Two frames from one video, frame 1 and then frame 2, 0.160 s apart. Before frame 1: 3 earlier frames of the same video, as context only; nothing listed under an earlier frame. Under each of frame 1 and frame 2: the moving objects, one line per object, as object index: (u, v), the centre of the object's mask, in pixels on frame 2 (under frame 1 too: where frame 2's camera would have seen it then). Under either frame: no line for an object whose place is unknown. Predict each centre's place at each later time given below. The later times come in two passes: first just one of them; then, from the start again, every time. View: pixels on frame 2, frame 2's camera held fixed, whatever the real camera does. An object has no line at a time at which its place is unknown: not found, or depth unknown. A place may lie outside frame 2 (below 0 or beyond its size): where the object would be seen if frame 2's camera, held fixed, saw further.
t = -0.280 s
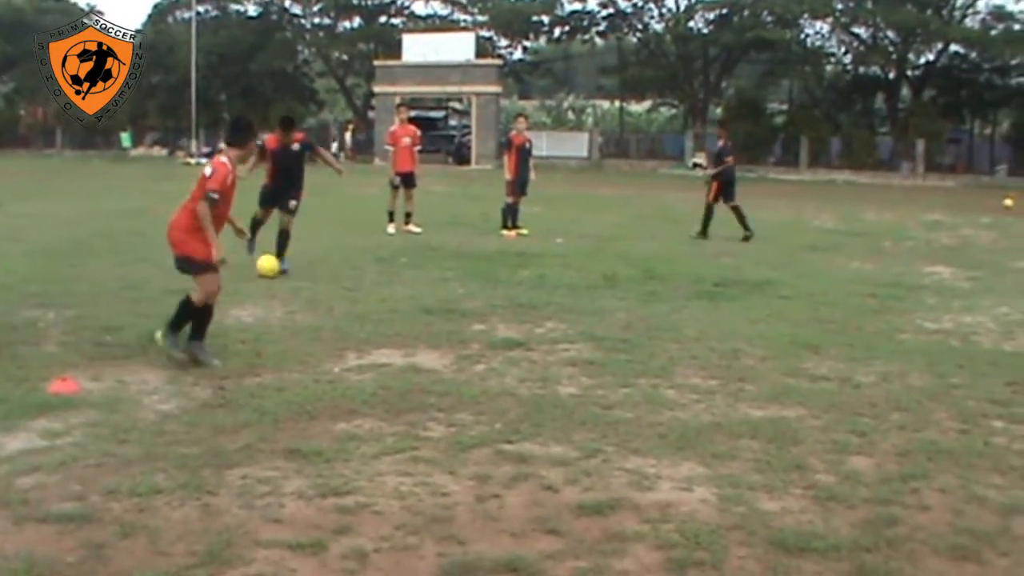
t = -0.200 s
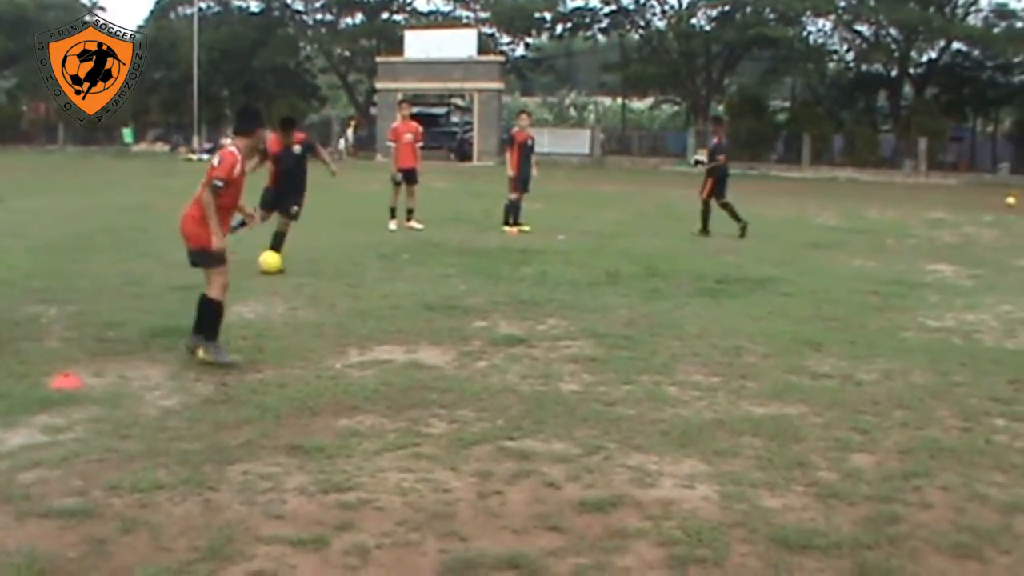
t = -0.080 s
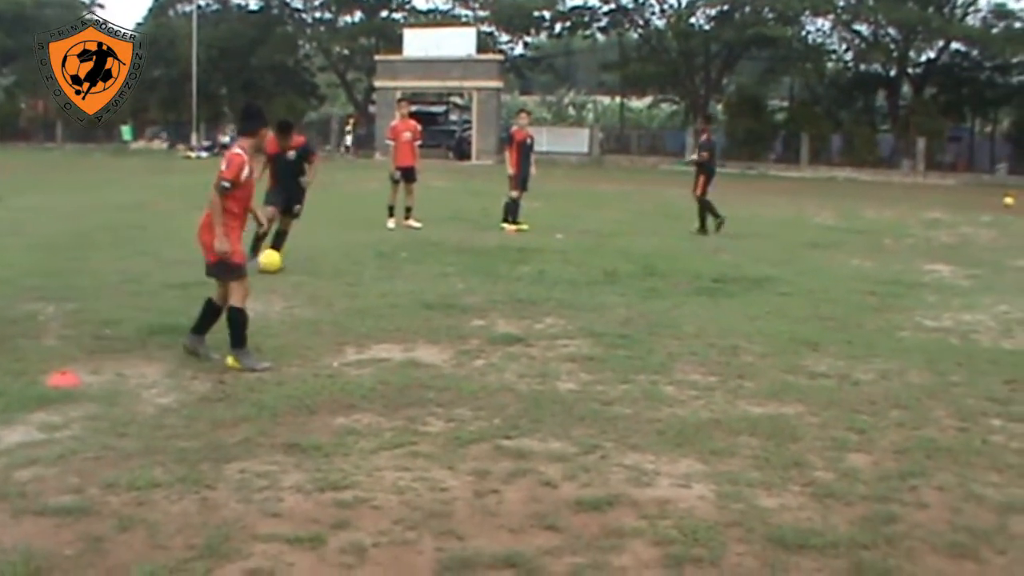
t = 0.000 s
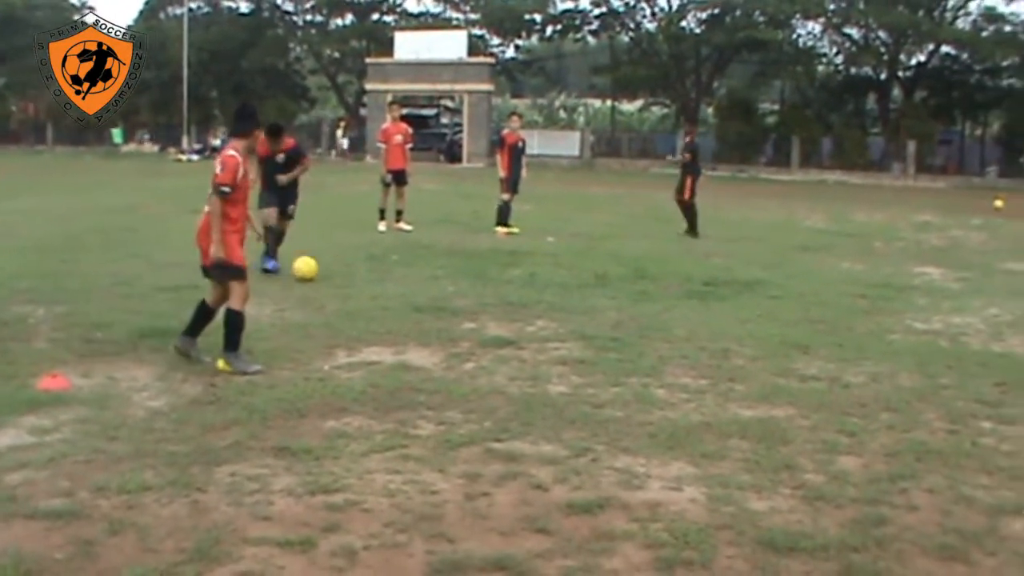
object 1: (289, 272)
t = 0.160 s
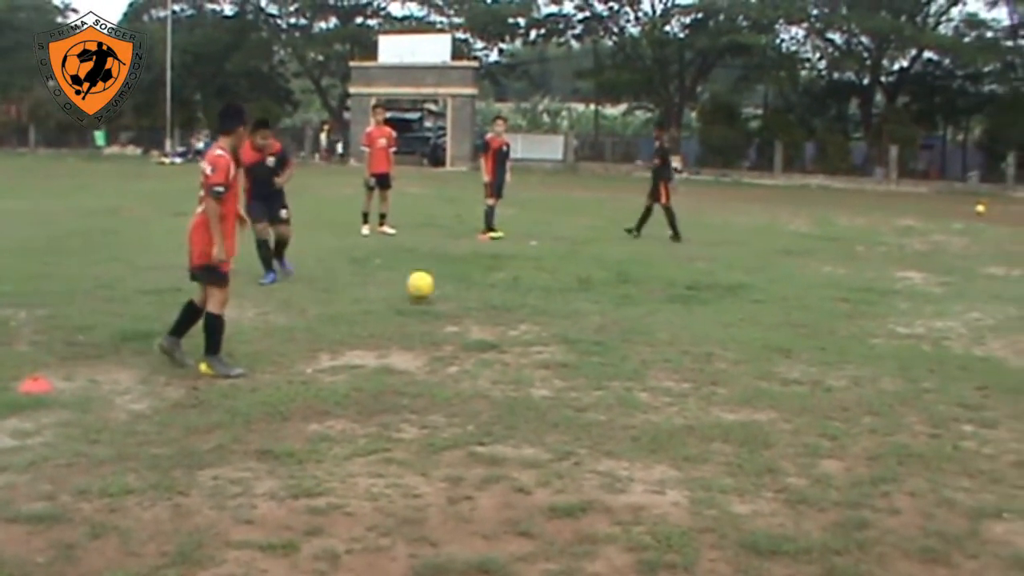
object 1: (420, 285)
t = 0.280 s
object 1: (525, 303)
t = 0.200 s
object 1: (454, 289)
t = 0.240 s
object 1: (489, 296)
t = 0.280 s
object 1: (525, 303)
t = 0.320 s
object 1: (556, 302)
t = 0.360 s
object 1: (588, 303)
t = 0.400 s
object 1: (621, 306)
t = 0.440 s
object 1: (654, 312)
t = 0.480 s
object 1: (689, 321)
